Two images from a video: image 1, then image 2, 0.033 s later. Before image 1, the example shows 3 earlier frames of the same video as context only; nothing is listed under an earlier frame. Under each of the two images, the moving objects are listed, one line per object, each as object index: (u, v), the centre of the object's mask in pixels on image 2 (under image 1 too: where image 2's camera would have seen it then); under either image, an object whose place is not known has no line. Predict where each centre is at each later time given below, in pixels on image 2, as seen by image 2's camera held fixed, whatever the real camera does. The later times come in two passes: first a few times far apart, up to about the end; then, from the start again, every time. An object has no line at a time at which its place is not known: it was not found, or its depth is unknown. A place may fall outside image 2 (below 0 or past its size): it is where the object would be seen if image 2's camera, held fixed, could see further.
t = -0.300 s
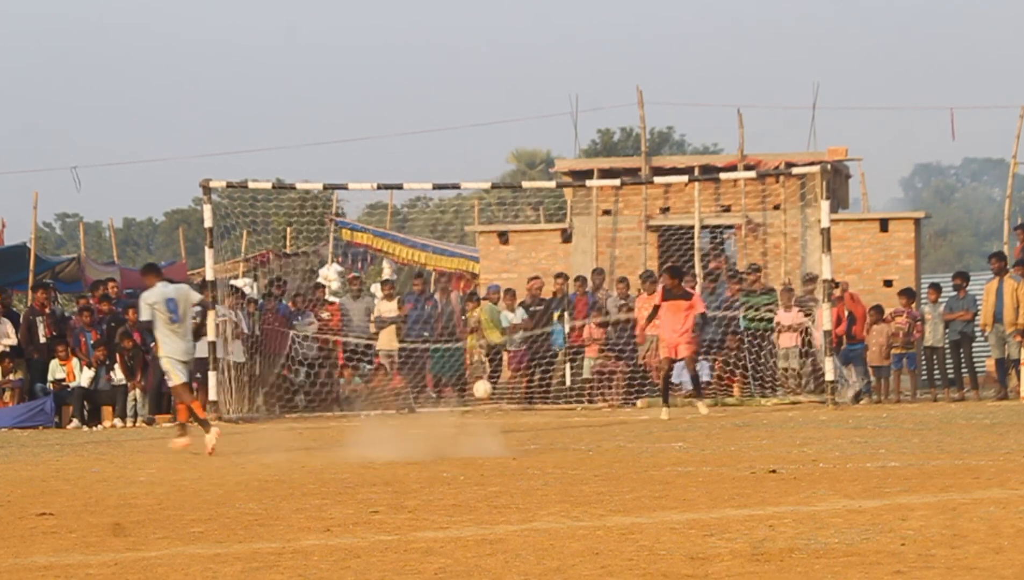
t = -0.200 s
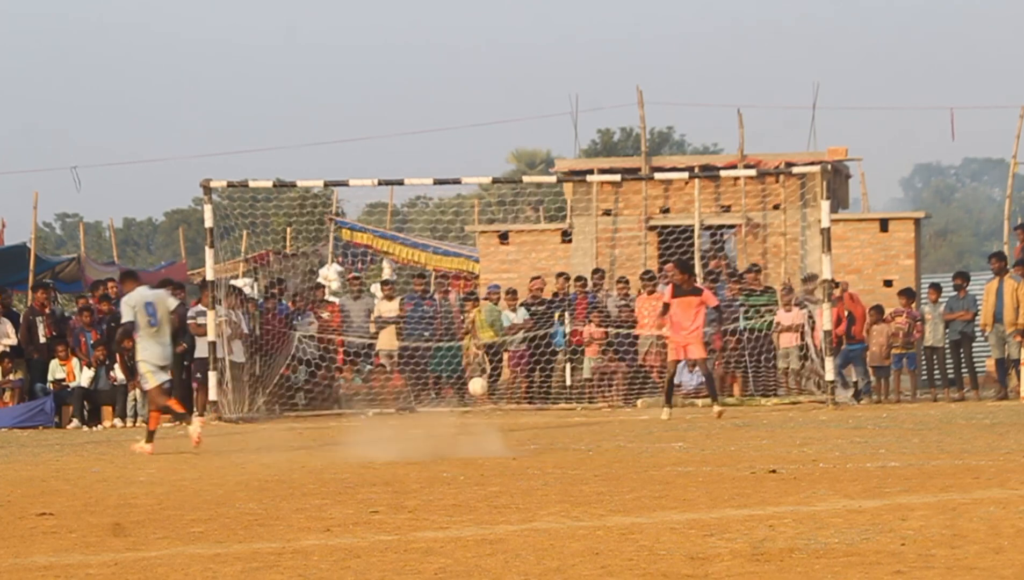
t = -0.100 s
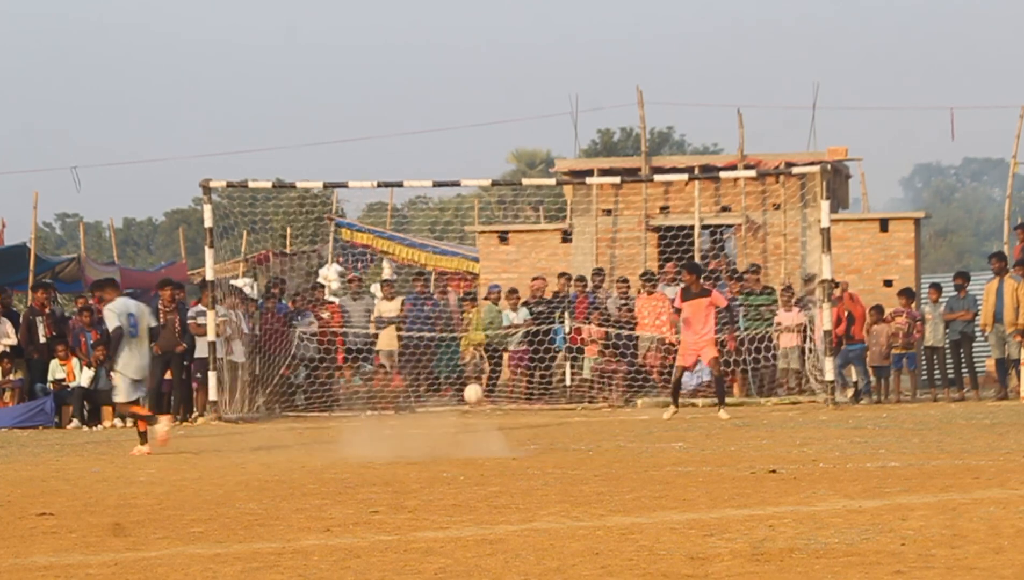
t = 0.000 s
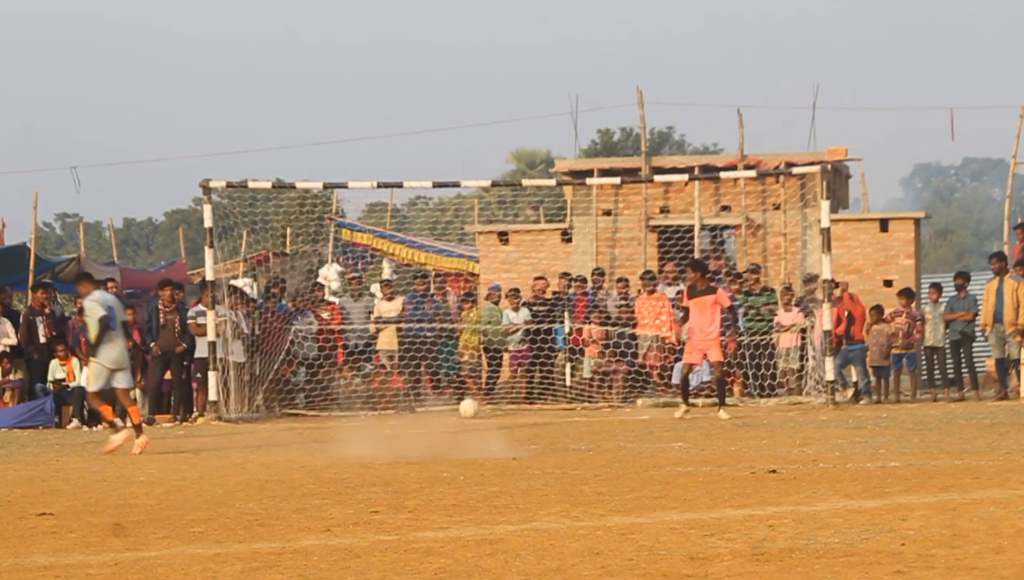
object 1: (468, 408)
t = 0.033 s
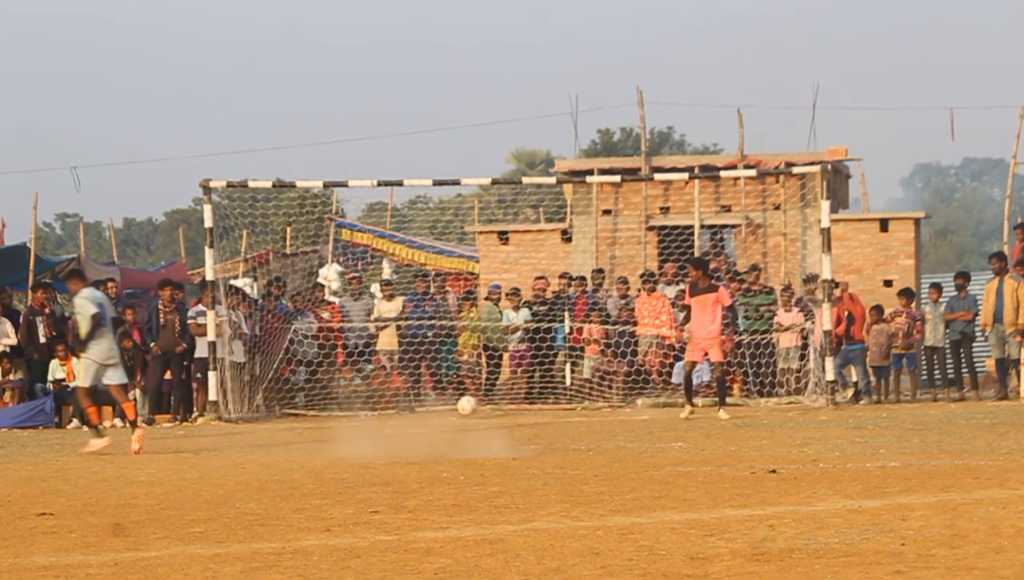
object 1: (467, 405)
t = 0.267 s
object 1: (458, 402)
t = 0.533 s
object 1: (448, 409)
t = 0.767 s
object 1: (441, 404)
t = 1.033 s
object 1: (433, 414)
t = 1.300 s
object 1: (424, 421)
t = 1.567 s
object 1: (414, 423)
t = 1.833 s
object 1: (406, 425)
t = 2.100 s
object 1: (396, 428)
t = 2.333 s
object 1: (385, 429)
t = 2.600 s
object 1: (374, 432)
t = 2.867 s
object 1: (365, 437)
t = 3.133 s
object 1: (355, 432)
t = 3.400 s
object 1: (348, 437)
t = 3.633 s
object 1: (345, 441)
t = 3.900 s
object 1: (338, 447)
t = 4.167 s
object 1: (330, 450)
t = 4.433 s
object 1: (321, 453)
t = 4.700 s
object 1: (310, 455)
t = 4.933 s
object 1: (299, 456)
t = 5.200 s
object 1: (288, 458)
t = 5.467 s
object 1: (280, 462)
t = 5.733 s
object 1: (273, 464)
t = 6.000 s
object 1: (266, 468)
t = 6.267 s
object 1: (260, 470)
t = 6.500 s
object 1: (254, 471)
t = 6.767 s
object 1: (251, 474)
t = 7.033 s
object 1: (247, 474)
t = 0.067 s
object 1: (466, 403)
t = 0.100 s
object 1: (464, 401)
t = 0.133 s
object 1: (463, 398)
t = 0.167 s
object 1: (462, 398)
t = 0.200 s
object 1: (460, 399)
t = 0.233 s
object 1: (458, 401)
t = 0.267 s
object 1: (458, 402)
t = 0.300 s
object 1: (456, 406)
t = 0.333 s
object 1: (455, 411)
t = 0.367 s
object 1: (454, 413)
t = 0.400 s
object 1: (453, 410)
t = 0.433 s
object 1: (451, 408)
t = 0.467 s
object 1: (451, 408)
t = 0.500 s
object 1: (449, 408)
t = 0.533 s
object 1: (448, 409)
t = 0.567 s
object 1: (447, 411)
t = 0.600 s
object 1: (446, 415)
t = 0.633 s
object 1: (445, 411)
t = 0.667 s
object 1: (444, 409)
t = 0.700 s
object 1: (443, 406)
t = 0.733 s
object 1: (442, 404)
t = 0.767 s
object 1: (441, 404)
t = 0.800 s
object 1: (440, 405)
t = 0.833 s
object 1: (439, 408)
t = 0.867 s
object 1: (438, 409)
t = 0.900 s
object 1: (437, 414)
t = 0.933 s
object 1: (436, 418)
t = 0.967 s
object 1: (436, 416)
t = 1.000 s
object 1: (434, 414)
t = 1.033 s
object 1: (433, 414)
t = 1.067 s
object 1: (433, 414)
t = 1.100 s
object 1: (431, 415)
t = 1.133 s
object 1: (429, 418)
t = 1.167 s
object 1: (429, 420)
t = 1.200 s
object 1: (428, 419)
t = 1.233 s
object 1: (426, 419)
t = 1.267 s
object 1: (426, 419)
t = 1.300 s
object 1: (424, 421)
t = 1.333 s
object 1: (422, 420)
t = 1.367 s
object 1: (422, 420)
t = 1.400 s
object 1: (420, 422)
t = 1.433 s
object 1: (419, 421)
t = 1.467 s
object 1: (418, 420)
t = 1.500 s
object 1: (417, 421)
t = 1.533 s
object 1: (415, 423)
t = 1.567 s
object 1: (414, 423)
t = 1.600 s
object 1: (413, 424)
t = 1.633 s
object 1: (412, 422)
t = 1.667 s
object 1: (411, 422)
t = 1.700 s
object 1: (411, 423)
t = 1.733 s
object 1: (409, 425)
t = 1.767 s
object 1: (409, 425)
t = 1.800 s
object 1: (407, 426)
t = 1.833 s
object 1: (406, 425)
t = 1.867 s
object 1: (405, 424)
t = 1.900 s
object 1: (403, 423)
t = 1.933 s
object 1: (403, 423)
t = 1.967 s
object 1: (402, 424)
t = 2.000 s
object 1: (400, 427)
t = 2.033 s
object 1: (398, 427)
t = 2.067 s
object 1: (397, 427)
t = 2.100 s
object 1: (396, 428)
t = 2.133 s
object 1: (394, 429)
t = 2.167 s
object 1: (393, 429)
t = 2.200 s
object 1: (391, 428)
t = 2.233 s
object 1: (390, 428)
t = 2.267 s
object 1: (388, 430)
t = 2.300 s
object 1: (387, 431)
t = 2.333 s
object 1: (385, 429)
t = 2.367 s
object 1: (385, 429)
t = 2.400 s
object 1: (383, 430)
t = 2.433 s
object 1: (381, 432)
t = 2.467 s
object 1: (381, 432)
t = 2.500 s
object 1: (379, 432)
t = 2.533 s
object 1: (377, 431)
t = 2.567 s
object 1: (376, 431)
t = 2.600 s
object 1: (374, 432)
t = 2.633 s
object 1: (373, 434)
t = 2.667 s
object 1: (372, 435)
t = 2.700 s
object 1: (370, 434)
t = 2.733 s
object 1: (369, 436)
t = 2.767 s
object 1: (368, 435)
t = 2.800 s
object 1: (366, 435)
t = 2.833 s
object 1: (365, 436)
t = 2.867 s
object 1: (365, 437)
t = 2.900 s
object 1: (363, 434)
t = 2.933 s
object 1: (362, 432)
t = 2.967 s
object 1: (361, 432)
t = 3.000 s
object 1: (360, 433)
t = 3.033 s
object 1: (358, 437)
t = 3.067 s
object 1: (357, 439)
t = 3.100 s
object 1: (357, 435)
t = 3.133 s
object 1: (355, 432)
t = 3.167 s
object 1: (355, 431)
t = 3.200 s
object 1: (353, 431)
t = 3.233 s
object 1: (352, 432)
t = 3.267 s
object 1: (351, 433)
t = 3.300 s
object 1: (349, 439)
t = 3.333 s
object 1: (349, 441)
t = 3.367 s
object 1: (348, 439)
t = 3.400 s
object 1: (348, 437)
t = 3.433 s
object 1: (348, 437)
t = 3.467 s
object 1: (348, 437)
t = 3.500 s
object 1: (347, 439)
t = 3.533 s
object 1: (347, 443)
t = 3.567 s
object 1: (346, 444)
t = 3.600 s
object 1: (345, 441)
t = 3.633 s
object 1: (345, 441)
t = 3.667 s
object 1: (344, 441)
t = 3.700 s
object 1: (344, 443)
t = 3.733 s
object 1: (343, 446)
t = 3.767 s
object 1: (342, 446)
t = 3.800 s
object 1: (341, 446)
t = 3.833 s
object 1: (340, 448)
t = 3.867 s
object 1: (339, 448)
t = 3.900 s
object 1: (338, 447)
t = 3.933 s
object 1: (338, 447)
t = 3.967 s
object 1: (337, 447)
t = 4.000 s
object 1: (336, 449)
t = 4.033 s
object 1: (334, 449)
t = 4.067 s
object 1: (334, 450)
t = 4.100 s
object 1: (333, 449)
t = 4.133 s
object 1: (331, 449)
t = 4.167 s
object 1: (330, 450)
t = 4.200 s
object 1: (329, 448)
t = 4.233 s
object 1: (328, 447)
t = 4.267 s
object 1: (327, 447)
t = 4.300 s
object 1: (326, 448)
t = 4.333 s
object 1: (325, 452)
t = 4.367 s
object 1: (324, 452)
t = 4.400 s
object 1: (322, 452)
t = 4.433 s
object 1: (321, 453)
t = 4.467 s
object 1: (320, 452)
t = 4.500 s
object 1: (318, 453)
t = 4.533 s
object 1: (317, 453)
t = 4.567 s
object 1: (316, 453)
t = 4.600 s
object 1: (314, 454)
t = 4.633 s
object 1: (312, 454)
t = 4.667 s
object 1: (311, 454)
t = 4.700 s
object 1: (310, 455)
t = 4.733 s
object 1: (308, 455)
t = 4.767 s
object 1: (307, 455)
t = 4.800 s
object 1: (305, 456)
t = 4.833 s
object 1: (303, 455)
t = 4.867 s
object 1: (302, 456)
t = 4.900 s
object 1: (300, 458)
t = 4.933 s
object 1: (299, 456)
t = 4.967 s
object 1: (298, 455)
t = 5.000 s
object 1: (296, 455)
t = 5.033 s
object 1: (294, 457)
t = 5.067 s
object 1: (294, 459)
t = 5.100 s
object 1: (292, 458)
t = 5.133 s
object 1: (290, 458)
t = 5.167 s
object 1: (289, 459)
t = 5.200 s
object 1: (288, 458)
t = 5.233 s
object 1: (286, 458)
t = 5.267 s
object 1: (286, 459)
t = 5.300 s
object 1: (284, 461)
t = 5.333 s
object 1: (283, 461)
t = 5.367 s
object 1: (283, 461)
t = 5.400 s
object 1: (282, 462)
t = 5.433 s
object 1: (280, 462)
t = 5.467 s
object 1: (280, 462)
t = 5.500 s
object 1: (278, 462)
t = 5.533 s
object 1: (277, 463)
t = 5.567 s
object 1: (277, 462)
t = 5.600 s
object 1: (276, 461)
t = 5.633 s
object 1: (275, 463)
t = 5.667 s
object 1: (274, 464)
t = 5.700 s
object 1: (273, 464)
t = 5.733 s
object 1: (273, 464)
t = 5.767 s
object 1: (272, 464)
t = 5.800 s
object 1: (271, 465)
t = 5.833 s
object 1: (270, 465)
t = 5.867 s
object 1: (270, 465)
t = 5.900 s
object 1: (269, 466)
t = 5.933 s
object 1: (267, 467)
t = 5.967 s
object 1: (267, 467)
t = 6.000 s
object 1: (266, 468)
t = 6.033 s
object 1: (265, 468)
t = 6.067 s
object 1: (265, 468)
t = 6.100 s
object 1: (263, 468)
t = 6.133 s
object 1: (262, 468)
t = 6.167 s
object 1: (262, 468)
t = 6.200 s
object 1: (261, 469)
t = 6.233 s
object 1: (260, 469)
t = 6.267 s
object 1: (260, 470)
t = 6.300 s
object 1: (259, 470)
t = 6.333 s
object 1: (258, 471)
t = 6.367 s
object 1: (257, 471)
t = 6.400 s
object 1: (256, 472)
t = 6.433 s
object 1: (255, 471)
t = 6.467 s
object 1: (254, 472)
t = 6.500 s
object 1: (254, 471)
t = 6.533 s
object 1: (253, 472)
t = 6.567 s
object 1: (253, 472)
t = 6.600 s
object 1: (253, 471)
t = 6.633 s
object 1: (252, 472)
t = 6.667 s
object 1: (252, 473)
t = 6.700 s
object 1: (251, 472)
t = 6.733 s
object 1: (251, 473)
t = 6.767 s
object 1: (251, 474)
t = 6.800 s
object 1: (250, 473)
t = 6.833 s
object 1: (250, 473)
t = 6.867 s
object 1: (249, 474)
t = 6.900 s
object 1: (249, 474)
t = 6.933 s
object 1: (248, 474)
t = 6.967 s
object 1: (248, 475)
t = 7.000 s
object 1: (248, 473)
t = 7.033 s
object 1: (247, 474)
